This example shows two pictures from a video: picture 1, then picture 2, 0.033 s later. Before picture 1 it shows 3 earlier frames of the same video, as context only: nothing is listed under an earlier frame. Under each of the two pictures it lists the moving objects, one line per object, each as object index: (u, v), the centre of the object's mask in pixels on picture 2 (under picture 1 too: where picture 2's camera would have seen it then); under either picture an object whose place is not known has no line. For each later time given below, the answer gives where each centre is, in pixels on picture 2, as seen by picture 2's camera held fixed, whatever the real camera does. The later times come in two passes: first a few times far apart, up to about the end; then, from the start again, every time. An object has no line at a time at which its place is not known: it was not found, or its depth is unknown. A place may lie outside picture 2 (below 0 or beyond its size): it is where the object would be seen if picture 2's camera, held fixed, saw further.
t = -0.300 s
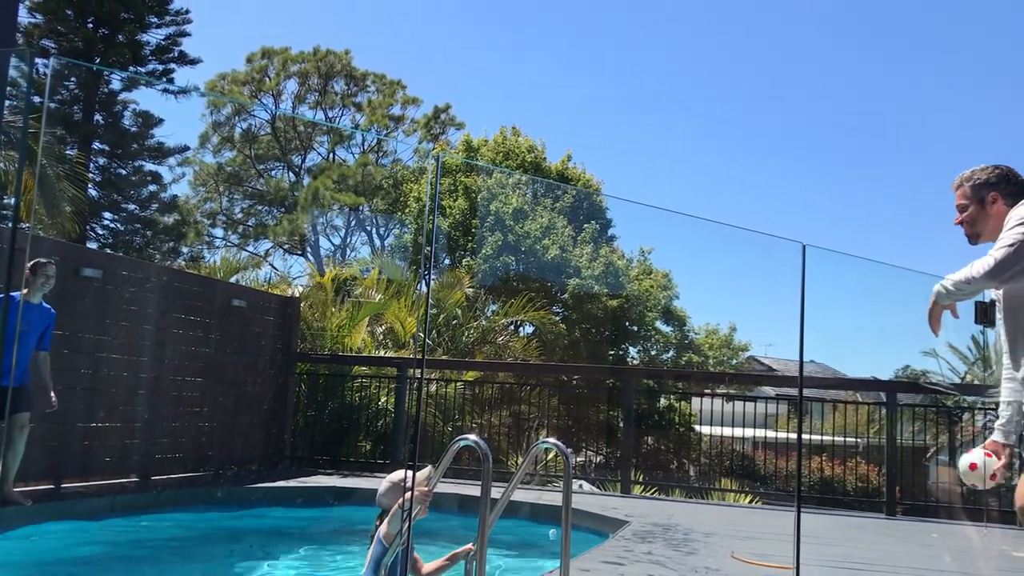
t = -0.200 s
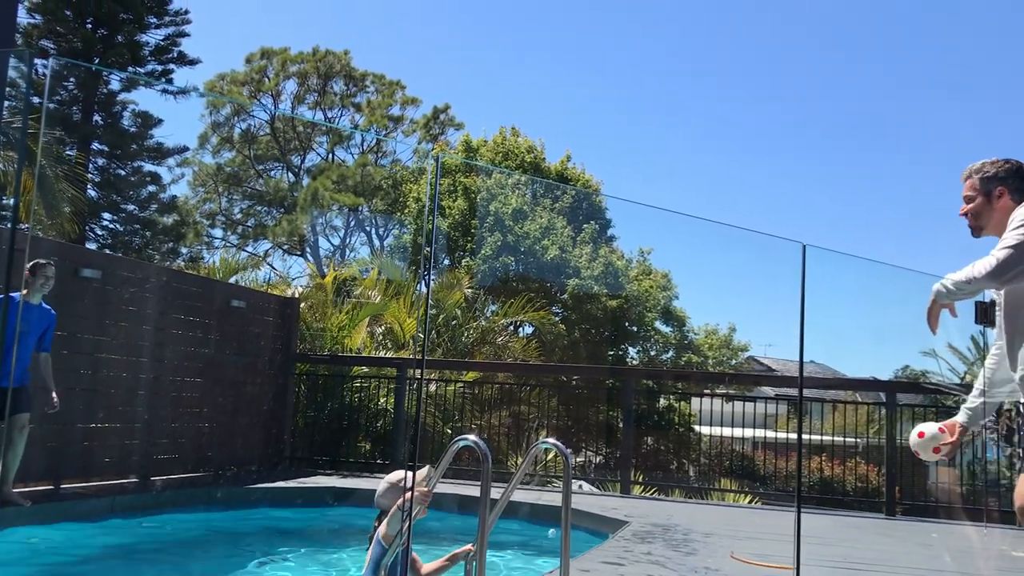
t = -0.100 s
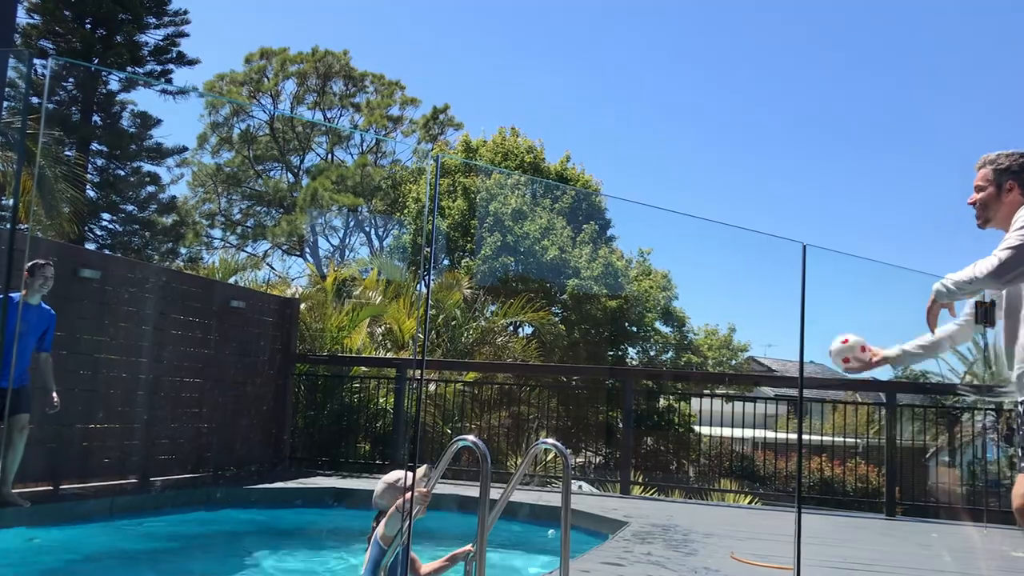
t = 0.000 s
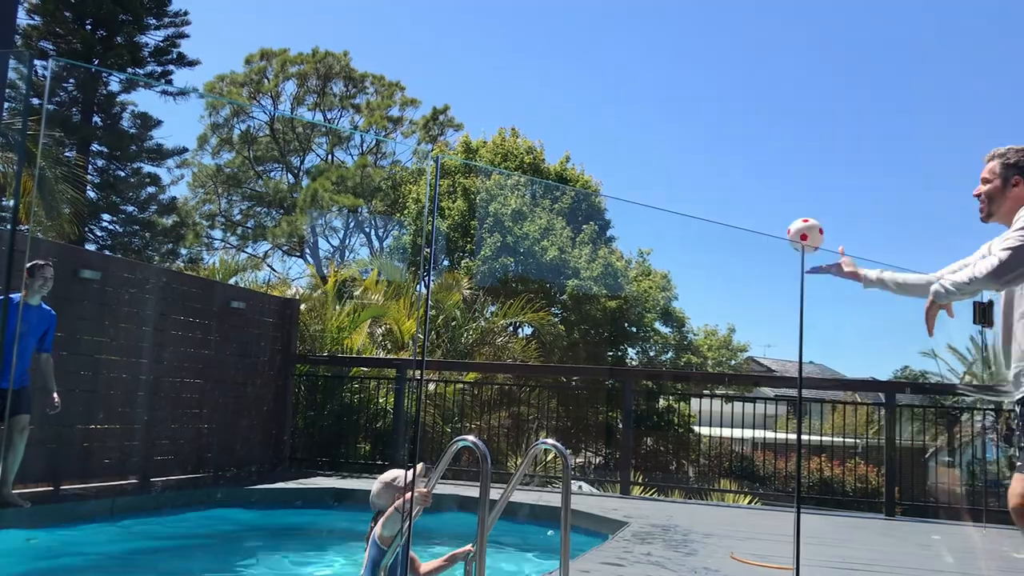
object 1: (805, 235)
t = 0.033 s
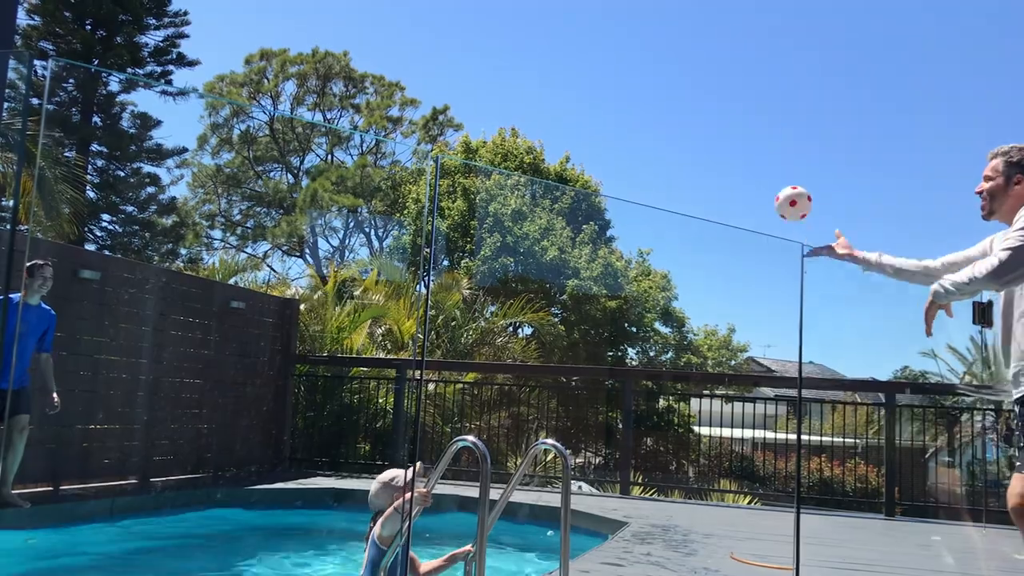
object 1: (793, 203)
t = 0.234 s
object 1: (724, 76)
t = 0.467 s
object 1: (647, 48)
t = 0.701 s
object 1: (572, 133)
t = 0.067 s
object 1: (782, 174)
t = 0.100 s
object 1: (770, 149)
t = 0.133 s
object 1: (759, 126)
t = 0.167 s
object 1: (747, 106)
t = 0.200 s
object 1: (736, 90)
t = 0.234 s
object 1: (724, 76)
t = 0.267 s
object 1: (713, 65)
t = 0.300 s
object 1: (702, 56)
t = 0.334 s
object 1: (691, 49)
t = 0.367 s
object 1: (680, 46)
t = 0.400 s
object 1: (668, 44)
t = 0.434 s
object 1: (657, 45)
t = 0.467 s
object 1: (647, 48)
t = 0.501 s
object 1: (636, 53)
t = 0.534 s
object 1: (626, 60)
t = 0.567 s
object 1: (615, 71)
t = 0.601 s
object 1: (604, 84)
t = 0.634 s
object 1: (593, 98)
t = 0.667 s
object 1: (583, 114)
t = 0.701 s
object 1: (572, 133)
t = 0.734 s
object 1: (561, 153)
